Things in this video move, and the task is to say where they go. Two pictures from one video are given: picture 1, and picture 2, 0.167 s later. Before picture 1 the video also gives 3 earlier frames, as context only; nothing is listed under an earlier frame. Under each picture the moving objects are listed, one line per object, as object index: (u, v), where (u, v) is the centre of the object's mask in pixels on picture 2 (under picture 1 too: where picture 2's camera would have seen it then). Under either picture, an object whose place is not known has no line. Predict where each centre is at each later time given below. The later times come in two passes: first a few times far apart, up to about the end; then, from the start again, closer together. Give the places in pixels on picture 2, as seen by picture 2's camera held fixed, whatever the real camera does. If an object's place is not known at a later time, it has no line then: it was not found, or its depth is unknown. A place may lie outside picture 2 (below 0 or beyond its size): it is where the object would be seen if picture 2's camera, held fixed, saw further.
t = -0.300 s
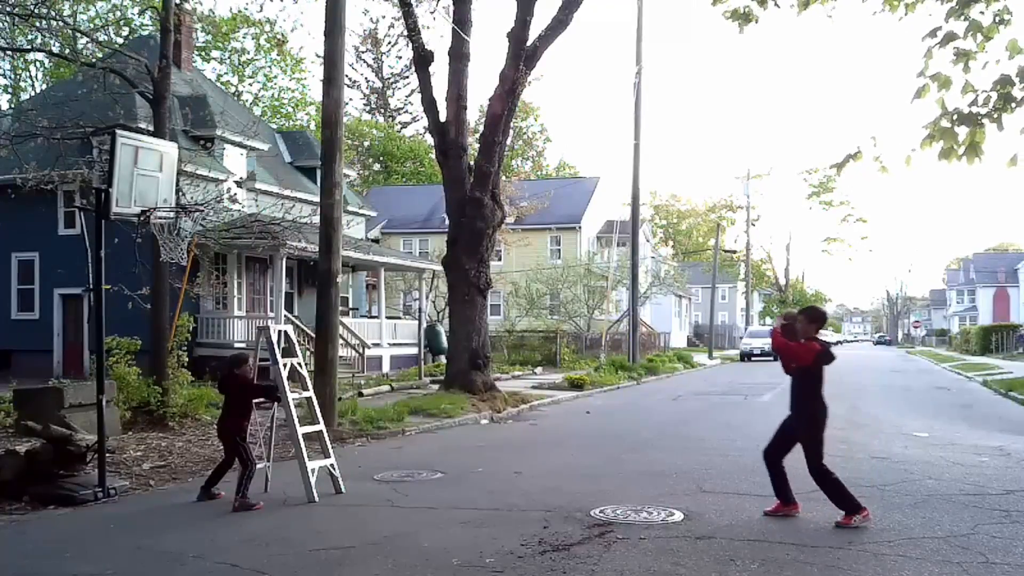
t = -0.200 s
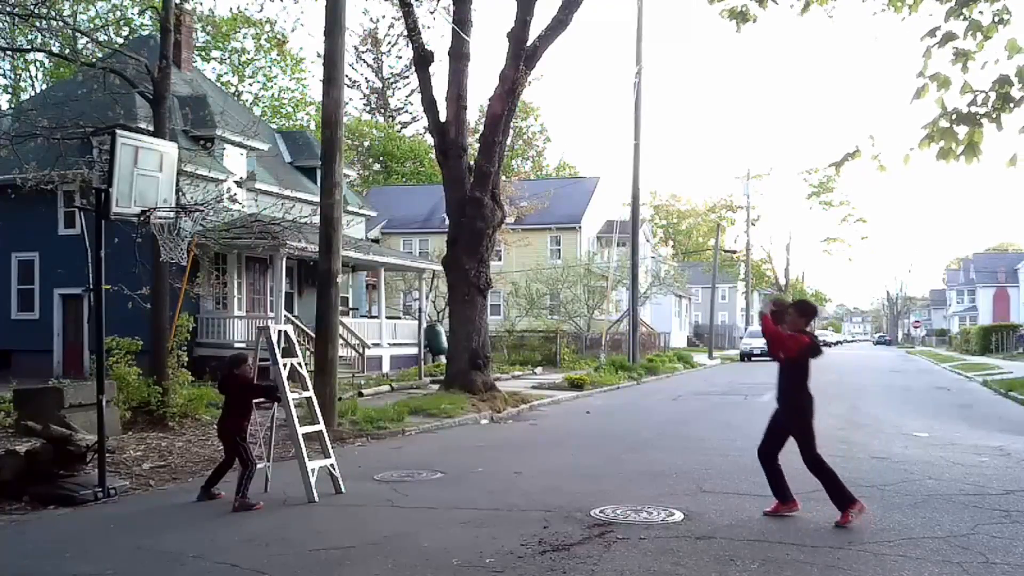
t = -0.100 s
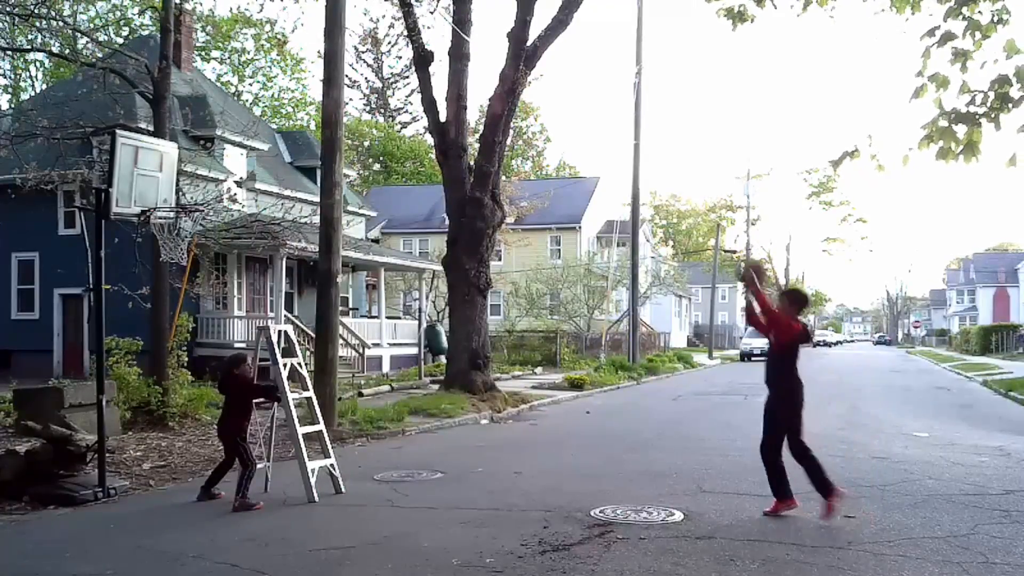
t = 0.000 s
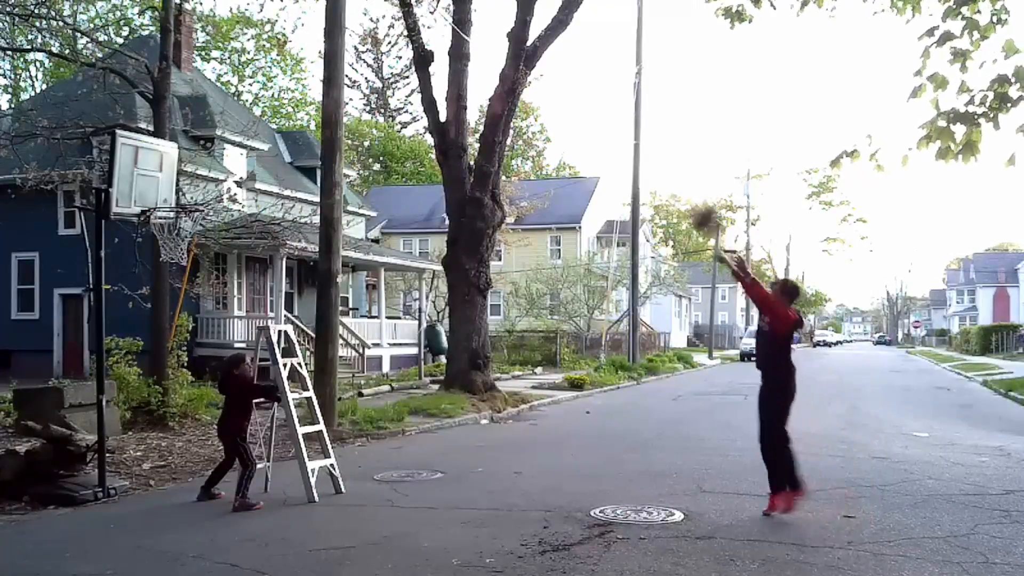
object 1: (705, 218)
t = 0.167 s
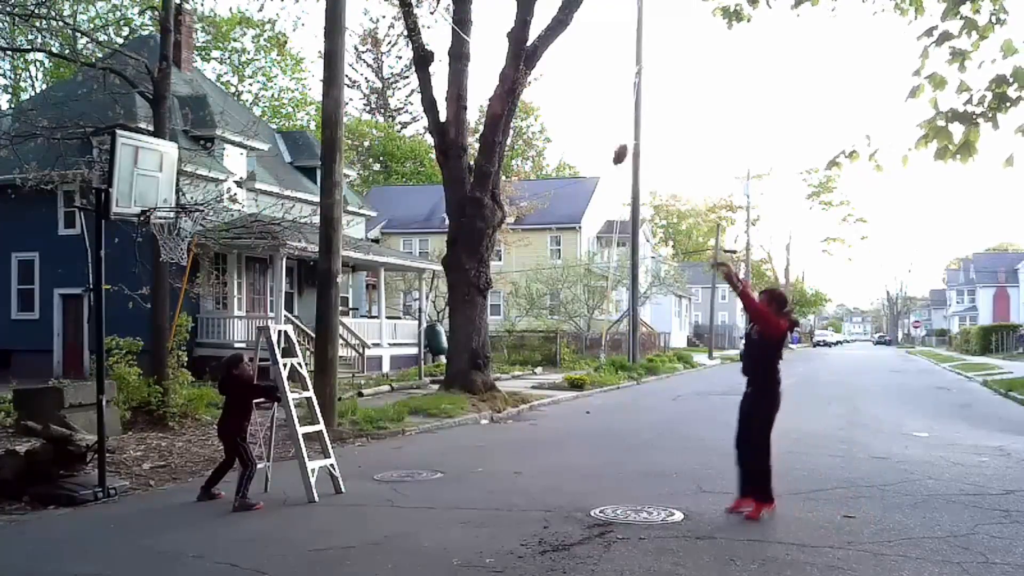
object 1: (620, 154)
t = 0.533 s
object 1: (451, 138)
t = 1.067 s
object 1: (254, 262)
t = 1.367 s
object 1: (201, 190)
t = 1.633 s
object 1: (166, 199)
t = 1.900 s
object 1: (187, 200)
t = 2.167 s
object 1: (170, 245)
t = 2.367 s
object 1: (164, 335)
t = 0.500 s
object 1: (462, 132)
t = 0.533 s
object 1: (451, 138)
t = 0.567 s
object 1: (436, 145)
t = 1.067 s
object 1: (254, 262)
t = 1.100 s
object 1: (250, 251)
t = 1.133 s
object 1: (243, 238)
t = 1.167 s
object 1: (237, 228)
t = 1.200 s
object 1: (230, 219)
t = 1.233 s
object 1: (223, 210)
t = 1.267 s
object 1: (218, 204)
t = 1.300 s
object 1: (212, 198)
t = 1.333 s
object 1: (207, 194)
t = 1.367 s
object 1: (201, 190)
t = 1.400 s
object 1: (194, 189)
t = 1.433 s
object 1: (189, 188)
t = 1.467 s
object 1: (184, 189)
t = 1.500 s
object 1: (178, 191)
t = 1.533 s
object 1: (173, 194)
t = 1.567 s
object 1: (166, 198)
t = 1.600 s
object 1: (163, 201)
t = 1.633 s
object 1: (166, 199)
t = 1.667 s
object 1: (171, 196)
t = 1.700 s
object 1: (175, 195)
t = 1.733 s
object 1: (179, 195)
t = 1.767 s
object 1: (184, 196)
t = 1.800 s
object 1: (188, 197)
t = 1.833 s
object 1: (190, 199)
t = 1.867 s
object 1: (189, 199)
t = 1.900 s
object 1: (187, 200)
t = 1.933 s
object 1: (186, 205)
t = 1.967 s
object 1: (183, 208)
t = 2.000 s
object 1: (182, 214)
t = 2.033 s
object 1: (179, 220)
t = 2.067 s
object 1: (178, 226)
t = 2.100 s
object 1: (175, 229)
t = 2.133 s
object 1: (174, 238)
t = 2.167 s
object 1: (170, 245)
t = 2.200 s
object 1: (170, 266)
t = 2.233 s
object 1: (171, 278)
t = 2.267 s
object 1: (171, 290)
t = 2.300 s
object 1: (172, 302)
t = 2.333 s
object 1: (165, 319)
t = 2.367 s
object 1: (164, 335)
